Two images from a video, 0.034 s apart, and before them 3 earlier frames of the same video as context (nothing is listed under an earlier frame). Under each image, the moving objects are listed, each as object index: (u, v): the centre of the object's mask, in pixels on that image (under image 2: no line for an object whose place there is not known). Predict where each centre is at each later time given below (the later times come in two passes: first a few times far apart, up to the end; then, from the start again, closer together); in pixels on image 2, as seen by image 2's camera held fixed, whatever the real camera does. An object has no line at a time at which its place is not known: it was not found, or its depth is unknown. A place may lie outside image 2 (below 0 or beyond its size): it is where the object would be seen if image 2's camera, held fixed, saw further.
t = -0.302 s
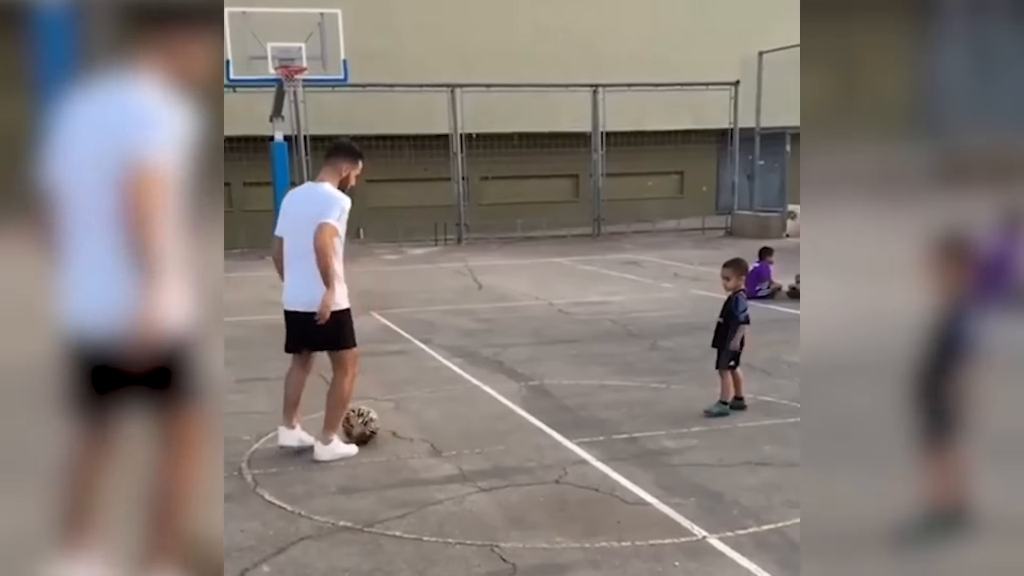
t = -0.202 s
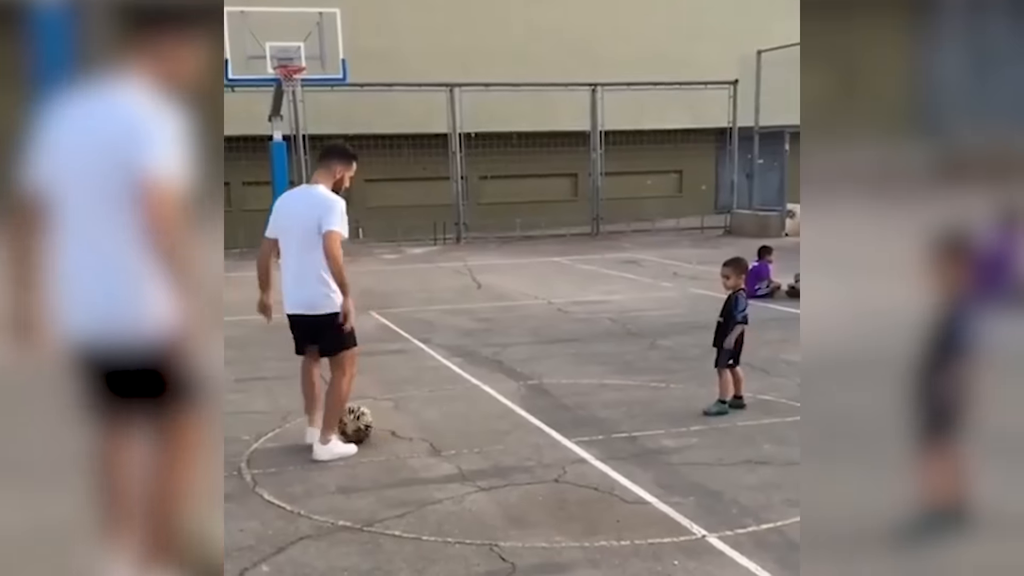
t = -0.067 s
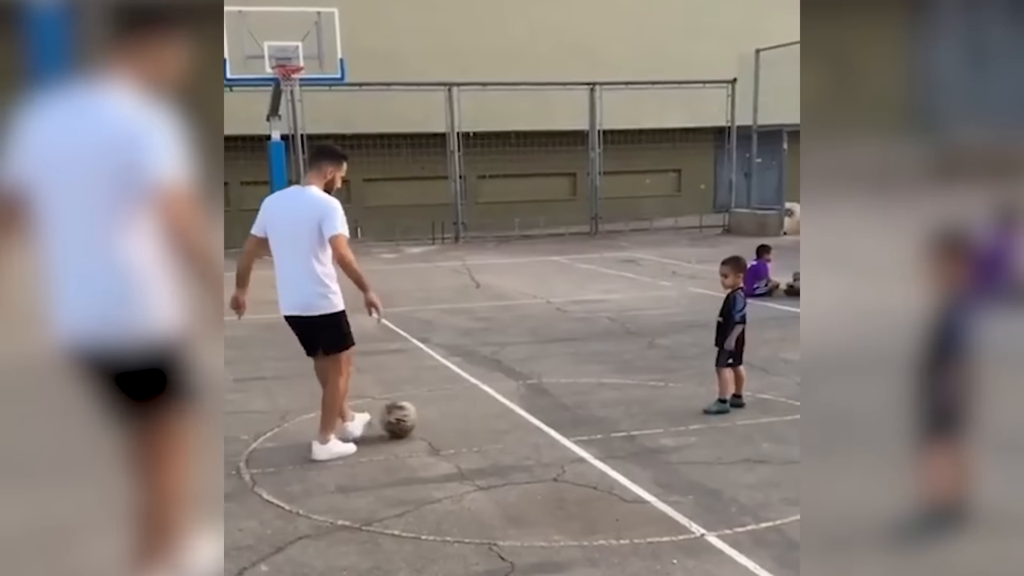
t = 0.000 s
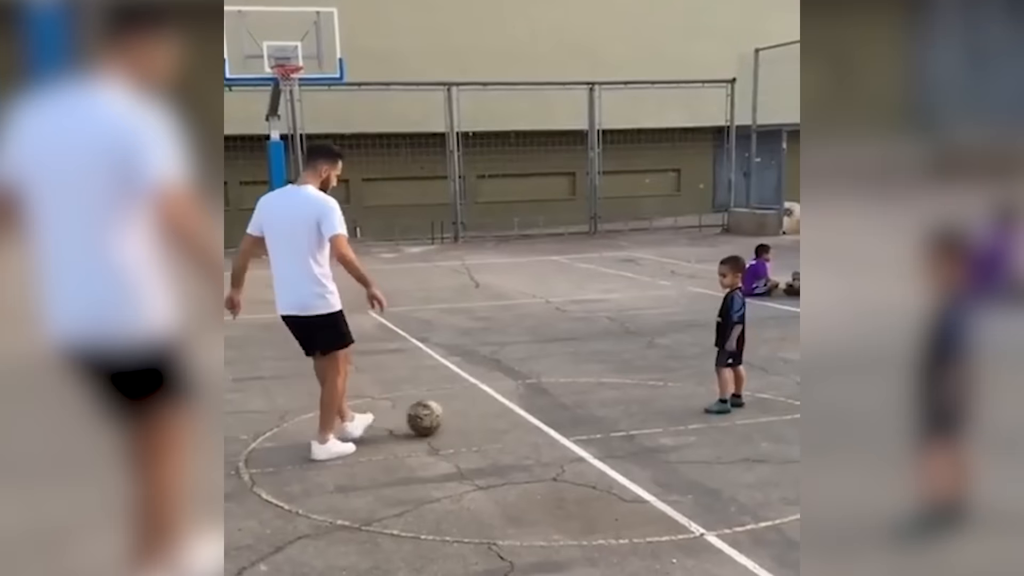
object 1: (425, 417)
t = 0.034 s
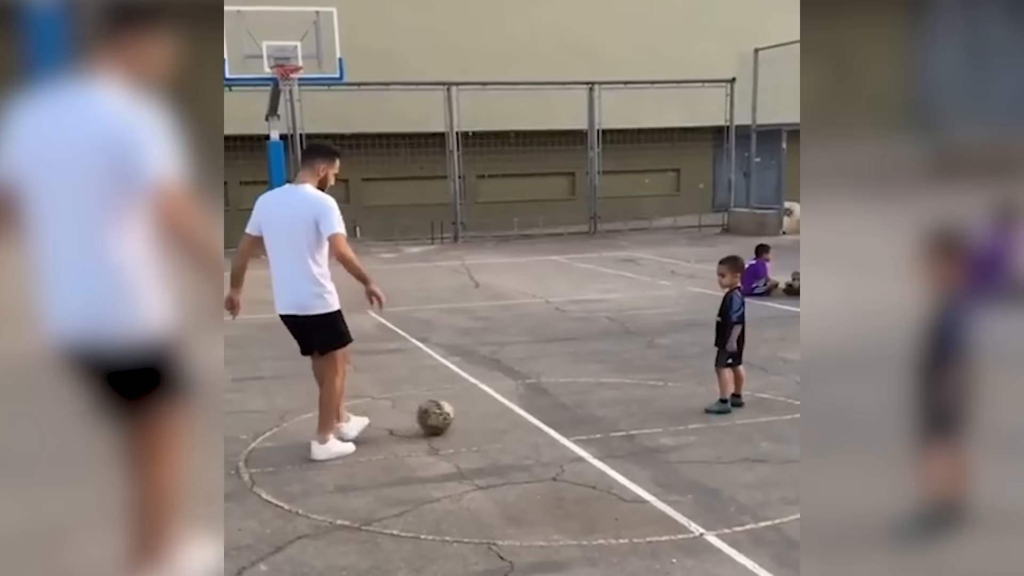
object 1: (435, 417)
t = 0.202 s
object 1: (480, 412)
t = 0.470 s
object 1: (548, 407)
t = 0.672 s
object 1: (596, 404)
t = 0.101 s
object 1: (454, 415)
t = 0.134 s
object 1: (463, 414)
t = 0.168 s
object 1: (472, 413)
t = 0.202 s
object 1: (480, 412)
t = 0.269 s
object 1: (497, 411)
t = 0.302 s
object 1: (506, 411)
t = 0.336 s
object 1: (514, 410)
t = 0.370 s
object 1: (523, 409)
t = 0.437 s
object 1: (540, 407)
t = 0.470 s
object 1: (548, 407)
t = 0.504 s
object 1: (556, 407)
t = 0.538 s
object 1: (564, 406)
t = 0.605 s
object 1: (580, 404)
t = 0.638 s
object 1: (587, 404)
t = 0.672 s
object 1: (596, 404)
